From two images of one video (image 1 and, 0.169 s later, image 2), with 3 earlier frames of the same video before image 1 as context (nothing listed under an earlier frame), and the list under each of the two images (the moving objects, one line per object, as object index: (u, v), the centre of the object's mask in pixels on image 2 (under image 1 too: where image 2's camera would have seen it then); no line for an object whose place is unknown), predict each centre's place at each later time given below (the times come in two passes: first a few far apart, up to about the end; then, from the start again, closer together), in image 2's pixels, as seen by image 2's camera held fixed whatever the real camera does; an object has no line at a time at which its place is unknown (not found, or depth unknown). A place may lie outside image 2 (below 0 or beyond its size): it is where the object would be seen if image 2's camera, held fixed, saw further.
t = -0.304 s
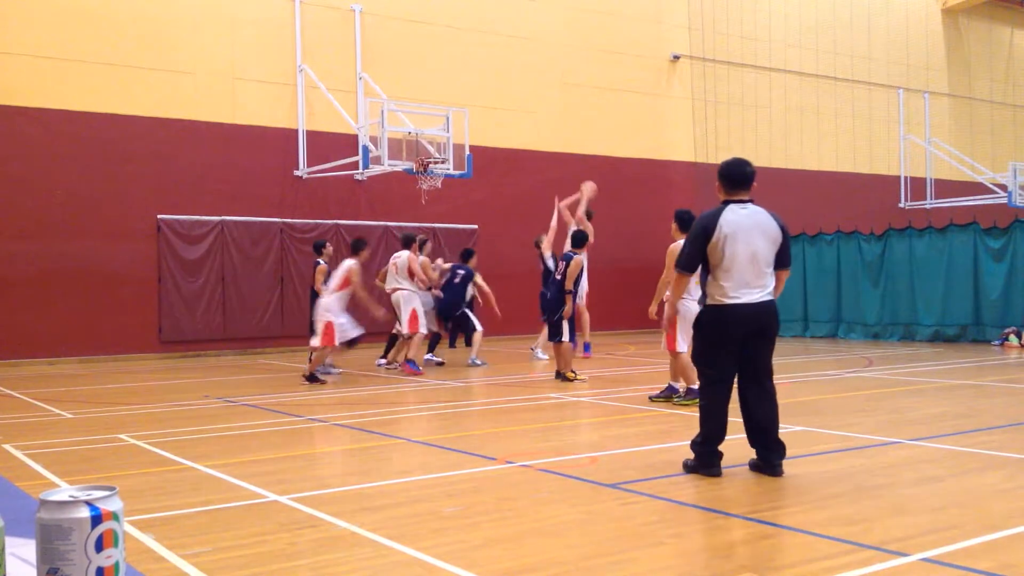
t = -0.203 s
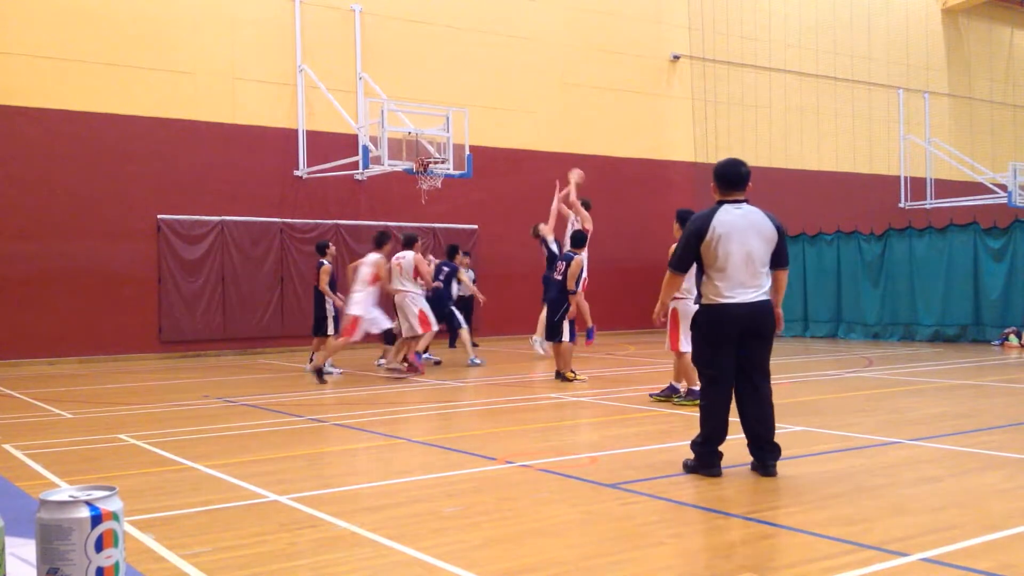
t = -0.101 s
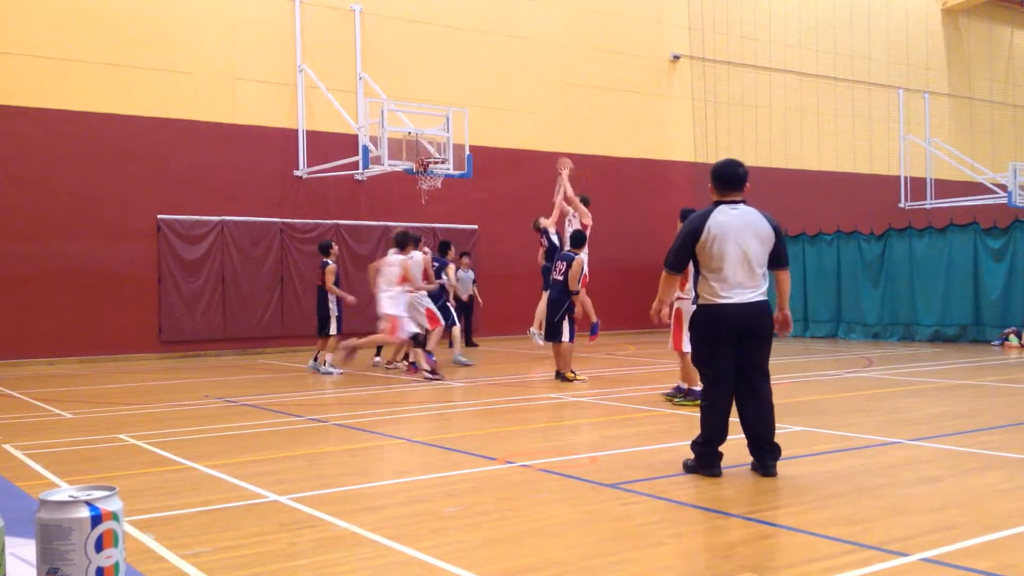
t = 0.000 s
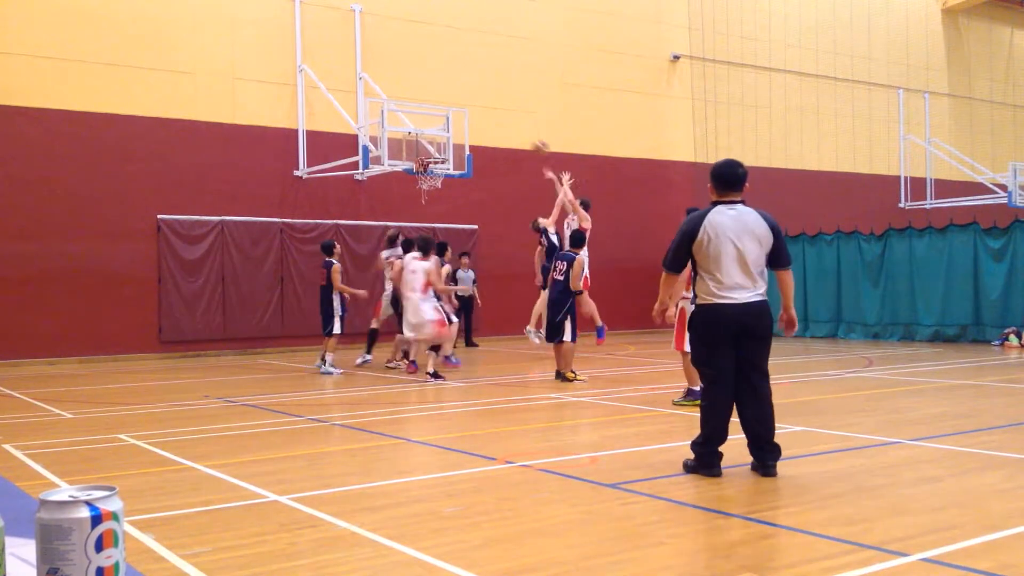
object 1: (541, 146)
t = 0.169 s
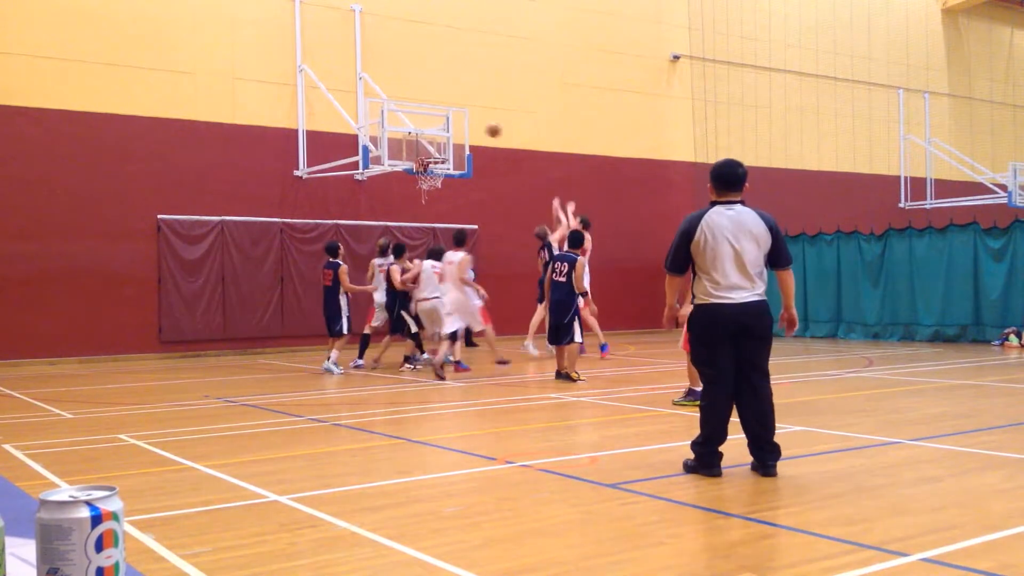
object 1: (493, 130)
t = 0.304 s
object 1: (457, 128)
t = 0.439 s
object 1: (429, 136)
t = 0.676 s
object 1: (431, 142)
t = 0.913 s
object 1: (442, 142)
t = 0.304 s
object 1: (457, 128)
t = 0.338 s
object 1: (448, 130)
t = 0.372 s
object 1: (439, 131)
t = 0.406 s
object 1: (430, 135)
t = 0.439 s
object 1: (429, 136)
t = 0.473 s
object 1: (428, 139)
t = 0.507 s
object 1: (428, 141)
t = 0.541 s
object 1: (427, 144)
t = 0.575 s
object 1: (427, 150)
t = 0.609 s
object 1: (429, 146)
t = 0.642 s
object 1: (429, 144)
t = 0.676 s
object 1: (431, 142)
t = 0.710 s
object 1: (433, 139)
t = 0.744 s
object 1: (434, 137)
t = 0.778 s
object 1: (435, 137)
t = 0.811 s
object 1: (437, 136)
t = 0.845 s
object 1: (439, 137)
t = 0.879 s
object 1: (440, 139)
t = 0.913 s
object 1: (442, 142)
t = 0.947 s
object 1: (443, 145)
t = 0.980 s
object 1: (445, 148)
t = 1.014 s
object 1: (447, 153)
